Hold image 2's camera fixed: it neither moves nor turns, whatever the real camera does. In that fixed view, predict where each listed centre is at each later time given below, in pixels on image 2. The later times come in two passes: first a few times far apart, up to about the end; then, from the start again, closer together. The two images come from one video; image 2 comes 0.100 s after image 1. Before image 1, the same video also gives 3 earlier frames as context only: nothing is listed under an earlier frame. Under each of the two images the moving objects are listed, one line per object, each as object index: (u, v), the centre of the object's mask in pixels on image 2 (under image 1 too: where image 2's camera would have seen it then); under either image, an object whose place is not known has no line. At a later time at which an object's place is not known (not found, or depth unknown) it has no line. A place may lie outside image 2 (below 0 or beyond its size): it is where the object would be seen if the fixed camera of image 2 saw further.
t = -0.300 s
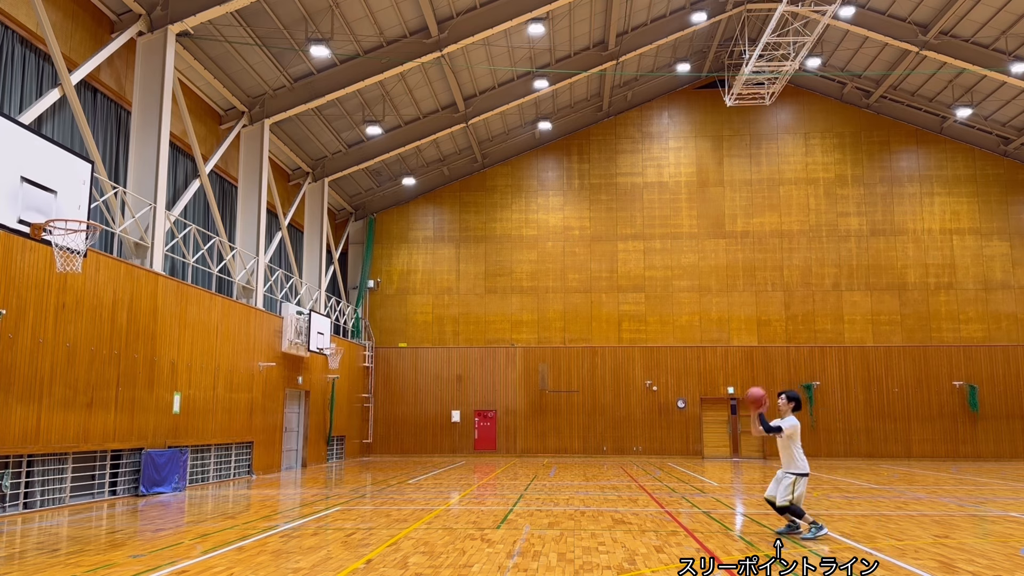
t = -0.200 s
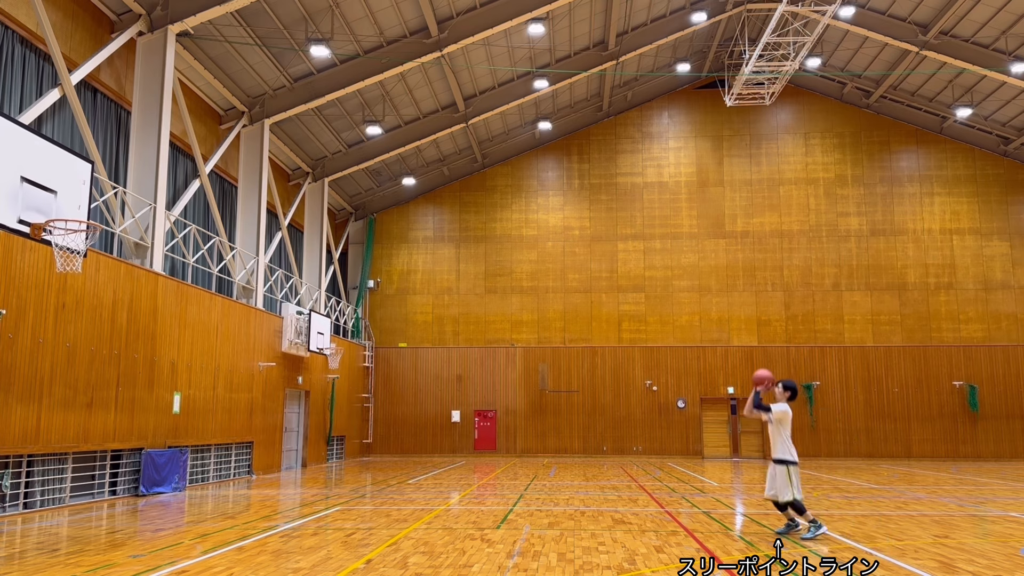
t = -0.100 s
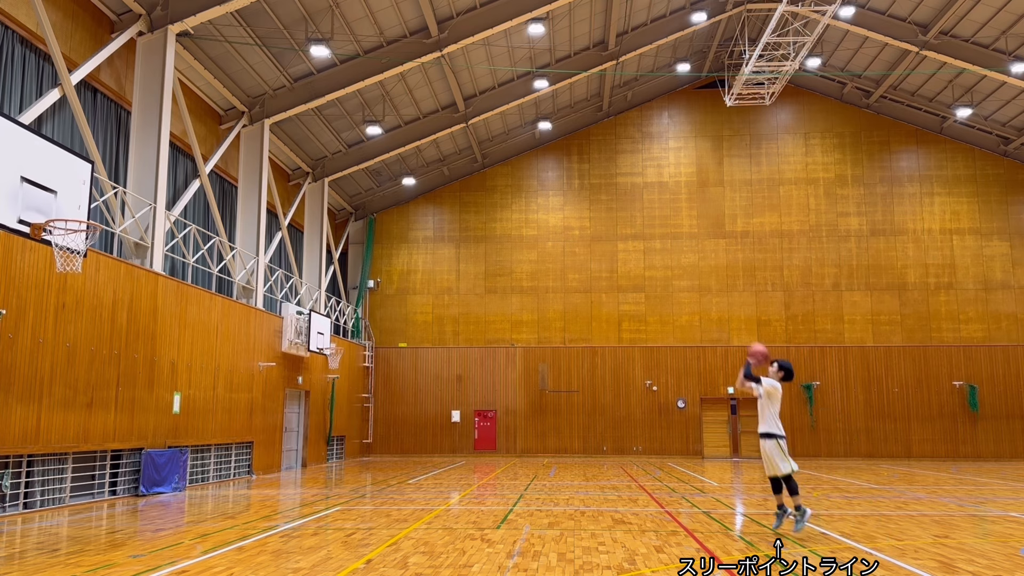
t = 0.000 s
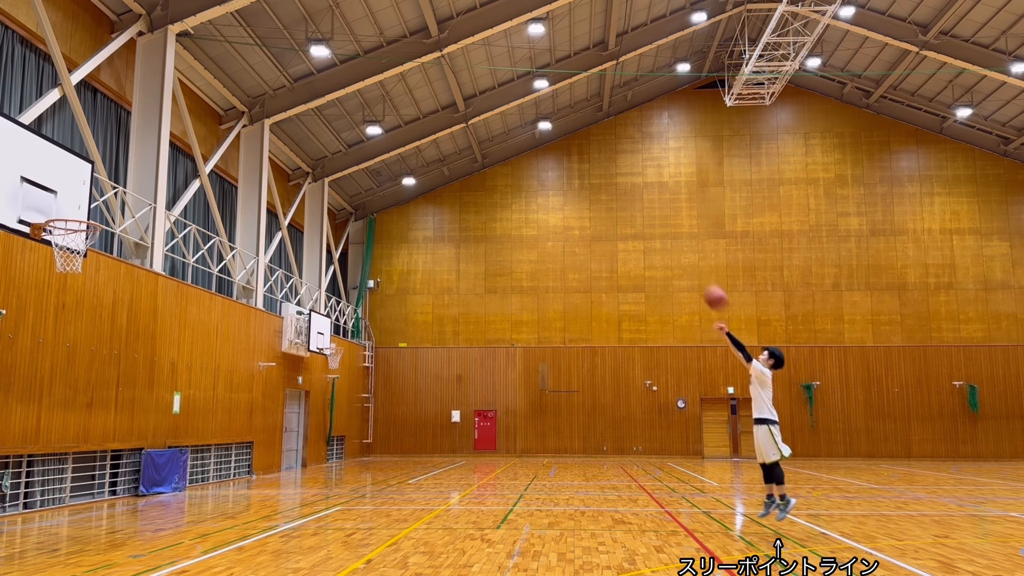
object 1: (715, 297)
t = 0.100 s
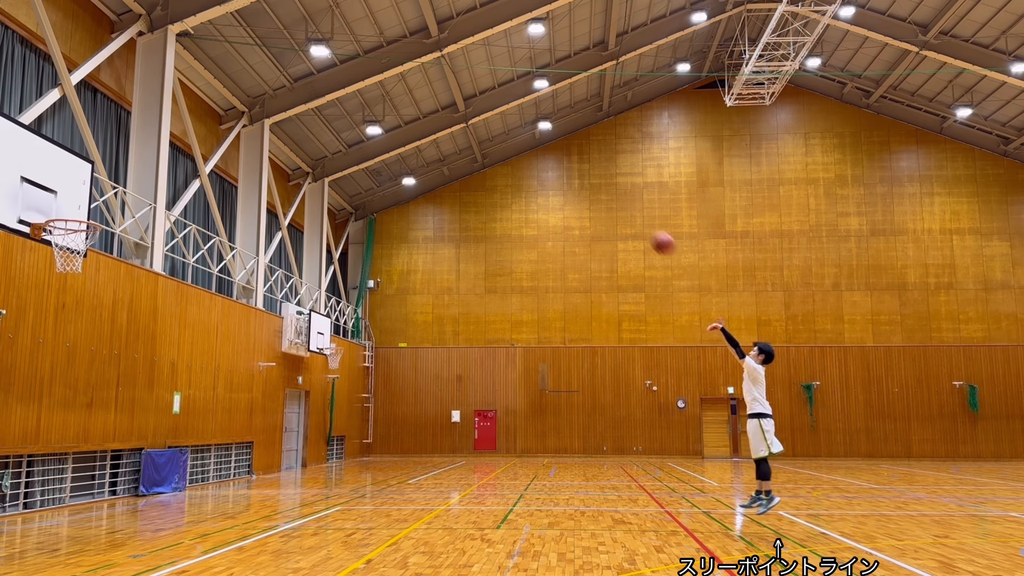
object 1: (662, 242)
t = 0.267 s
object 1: (578, 172)
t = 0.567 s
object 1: (425, 104)
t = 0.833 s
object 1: (285, 106)
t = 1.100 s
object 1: (133, 175)
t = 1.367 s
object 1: (84, 258)
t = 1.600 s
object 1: (119, 316)
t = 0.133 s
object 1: (646, 226)
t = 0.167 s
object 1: (628, 211)
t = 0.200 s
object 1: (611, 197)
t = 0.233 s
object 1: (594, 184)
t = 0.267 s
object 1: (578, 172)
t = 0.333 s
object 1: (544, 150)
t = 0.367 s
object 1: (528, 141)
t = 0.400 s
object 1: (511, 133)
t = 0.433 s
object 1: (494, 126)
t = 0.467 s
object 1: (476, 119)
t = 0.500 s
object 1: (459, 113)
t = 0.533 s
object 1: (442, 108)
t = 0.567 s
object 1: (425, 104)
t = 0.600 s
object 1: (408, 102)
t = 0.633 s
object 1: (390, 99)
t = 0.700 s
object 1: (356, 98)
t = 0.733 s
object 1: (338, 99)
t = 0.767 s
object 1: (320, 100)
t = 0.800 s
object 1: (302, 102)
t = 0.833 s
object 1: (285, 106)
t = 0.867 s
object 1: (265, 111)
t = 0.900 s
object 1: (248, 117)
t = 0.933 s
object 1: (229, 123)
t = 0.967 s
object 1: (210, 131)
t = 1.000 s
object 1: (192, 140)
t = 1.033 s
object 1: (173, 151)
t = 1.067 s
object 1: (153, 163)
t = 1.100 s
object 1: (133, 175)
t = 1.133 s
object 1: (113, 188)
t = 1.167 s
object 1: (92, 203)
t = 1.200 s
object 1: (74, 217)
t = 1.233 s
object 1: (64, 232)
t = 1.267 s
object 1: (68, 244)
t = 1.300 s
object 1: (74, 251)
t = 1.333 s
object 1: (79, 255)
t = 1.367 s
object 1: (84, 258)
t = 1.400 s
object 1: (89, 262)
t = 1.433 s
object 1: (94, 269)
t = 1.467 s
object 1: (100, 276)
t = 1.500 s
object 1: (104, 284)
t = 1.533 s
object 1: (109, 293)
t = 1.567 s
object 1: (114, 304)
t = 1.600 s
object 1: (119, 316)
